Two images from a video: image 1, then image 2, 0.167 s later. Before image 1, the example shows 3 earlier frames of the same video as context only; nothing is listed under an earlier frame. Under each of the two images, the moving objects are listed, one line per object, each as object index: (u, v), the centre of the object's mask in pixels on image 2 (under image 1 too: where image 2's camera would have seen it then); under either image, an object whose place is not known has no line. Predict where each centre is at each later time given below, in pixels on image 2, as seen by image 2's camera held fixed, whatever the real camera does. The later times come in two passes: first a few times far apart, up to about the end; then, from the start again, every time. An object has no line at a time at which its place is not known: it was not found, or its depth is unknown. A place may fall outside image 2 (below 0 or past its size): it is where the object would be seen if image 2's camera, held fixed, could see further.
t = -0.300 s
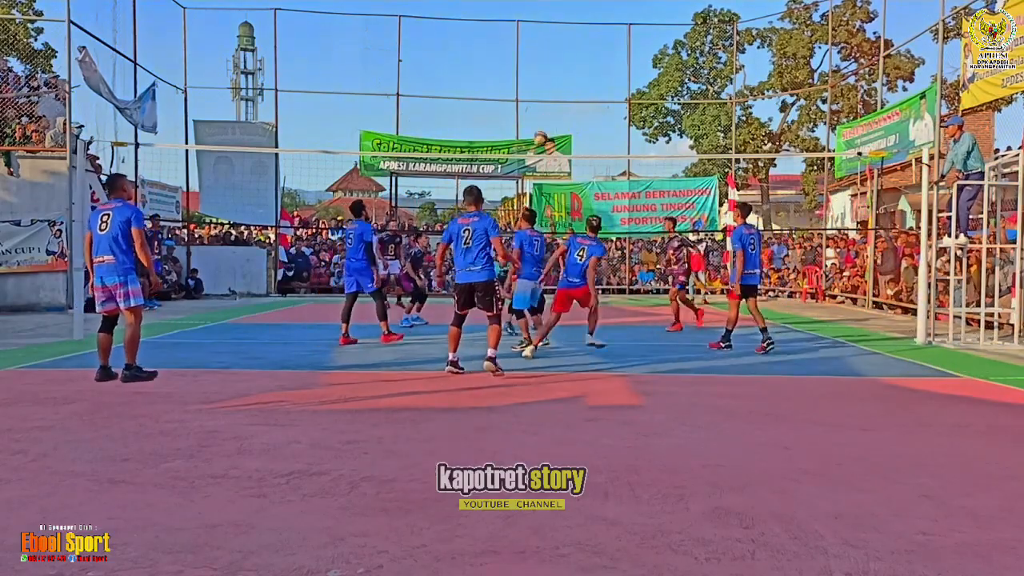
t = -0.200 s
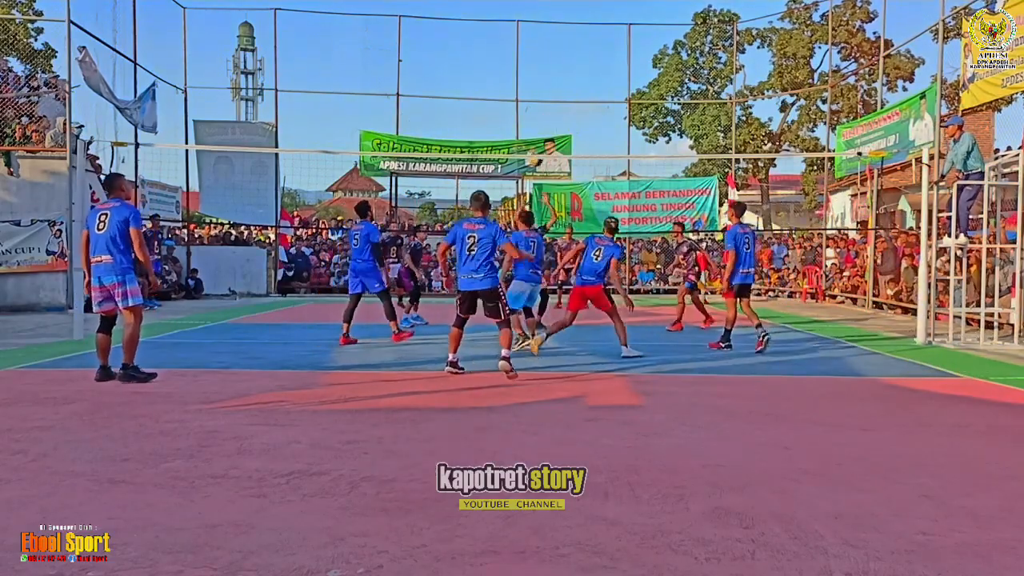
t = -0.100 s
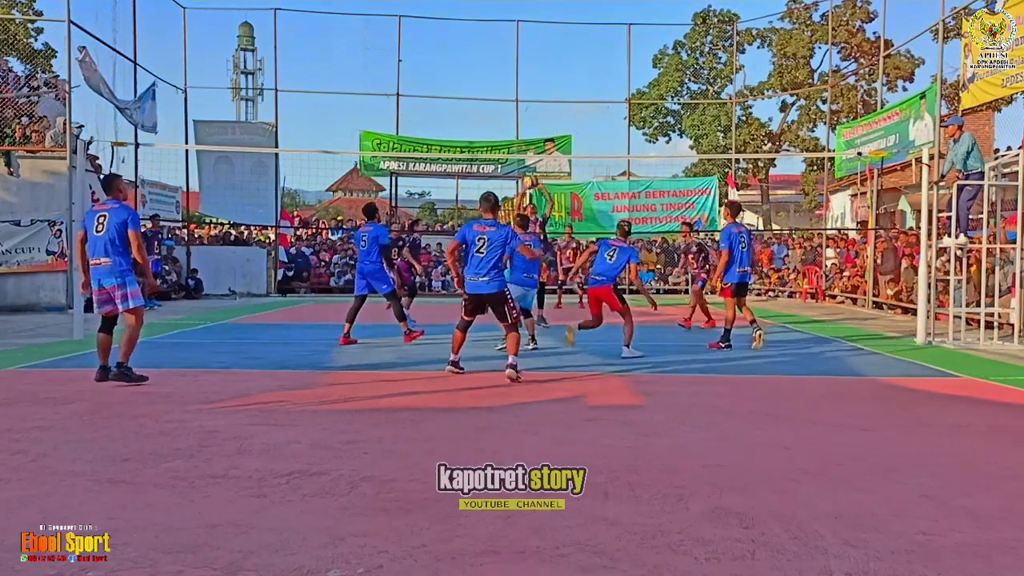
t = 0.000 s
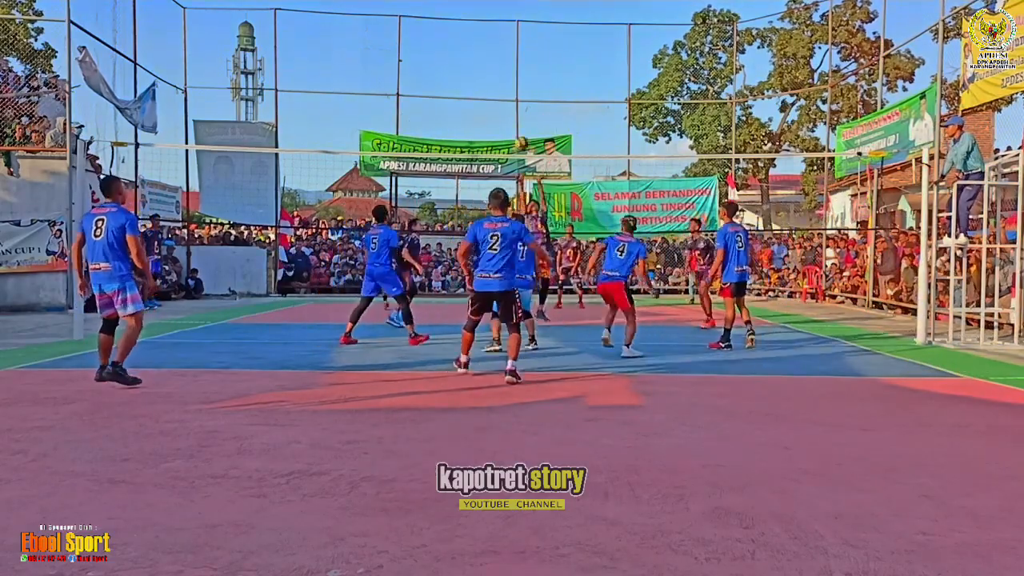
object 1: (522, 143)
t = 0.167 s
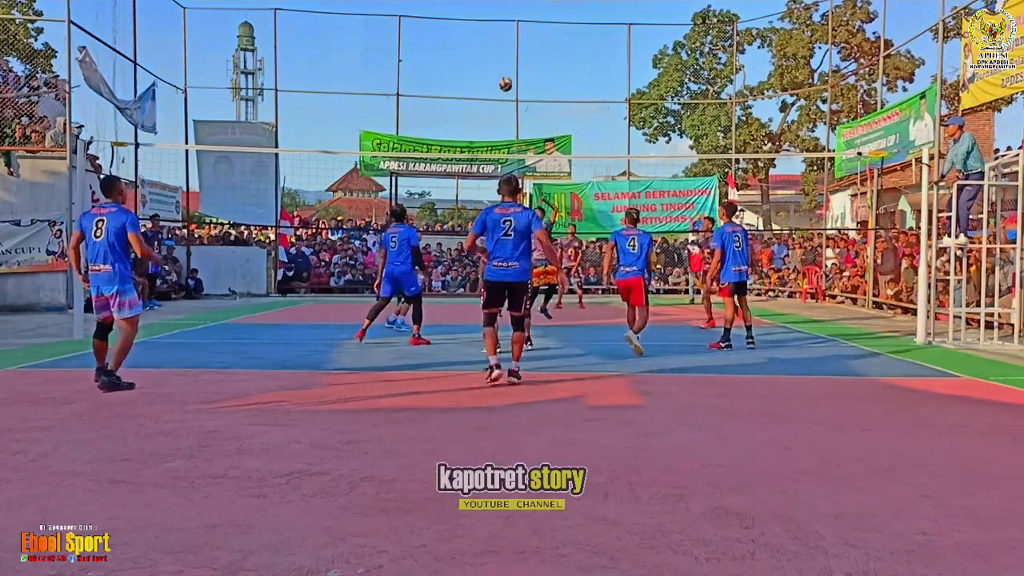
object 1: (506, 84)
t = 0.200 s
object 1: (502, 74)
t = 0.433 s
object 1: (478, 28)
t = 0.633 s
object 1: (457, 17)
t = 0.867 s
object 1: (434, 39)
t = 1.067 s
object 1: (414, 86)
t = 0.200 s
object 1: (502, 74)
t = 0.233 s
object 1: (499, 65)
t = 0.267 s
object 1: (495, 57)
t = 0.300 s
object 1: (492, 50)
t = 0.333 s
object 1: (489, 44)
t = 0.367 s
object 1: (485, 38)
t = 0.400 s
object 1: (482, 32)
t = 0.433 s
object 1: (478, 28)
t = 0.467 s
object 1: (474, 25)
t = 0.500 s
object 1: (471, 21)
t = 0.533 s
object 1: (467, 19)
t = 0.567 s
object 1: (464, 18)
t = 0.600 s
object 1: (461, 17)
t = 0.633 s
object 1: (457, 17)
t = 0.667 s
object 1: (454, 18)
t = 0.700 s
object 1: (450, 19)
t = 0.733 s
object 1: (447, 22)
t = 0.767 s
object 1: (444, 25)
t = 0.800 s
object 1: (441, 29)
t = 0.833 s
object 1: (437, 33)
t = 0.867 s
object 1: (434, 39)
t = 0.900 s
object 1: (431, 45)
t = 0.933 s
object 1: (427, 51)
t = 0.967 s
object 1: (423, 59)
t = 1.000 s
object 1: (420, 67)
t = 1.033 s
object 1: (416, 76)
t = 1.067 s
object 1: (414, 86)
